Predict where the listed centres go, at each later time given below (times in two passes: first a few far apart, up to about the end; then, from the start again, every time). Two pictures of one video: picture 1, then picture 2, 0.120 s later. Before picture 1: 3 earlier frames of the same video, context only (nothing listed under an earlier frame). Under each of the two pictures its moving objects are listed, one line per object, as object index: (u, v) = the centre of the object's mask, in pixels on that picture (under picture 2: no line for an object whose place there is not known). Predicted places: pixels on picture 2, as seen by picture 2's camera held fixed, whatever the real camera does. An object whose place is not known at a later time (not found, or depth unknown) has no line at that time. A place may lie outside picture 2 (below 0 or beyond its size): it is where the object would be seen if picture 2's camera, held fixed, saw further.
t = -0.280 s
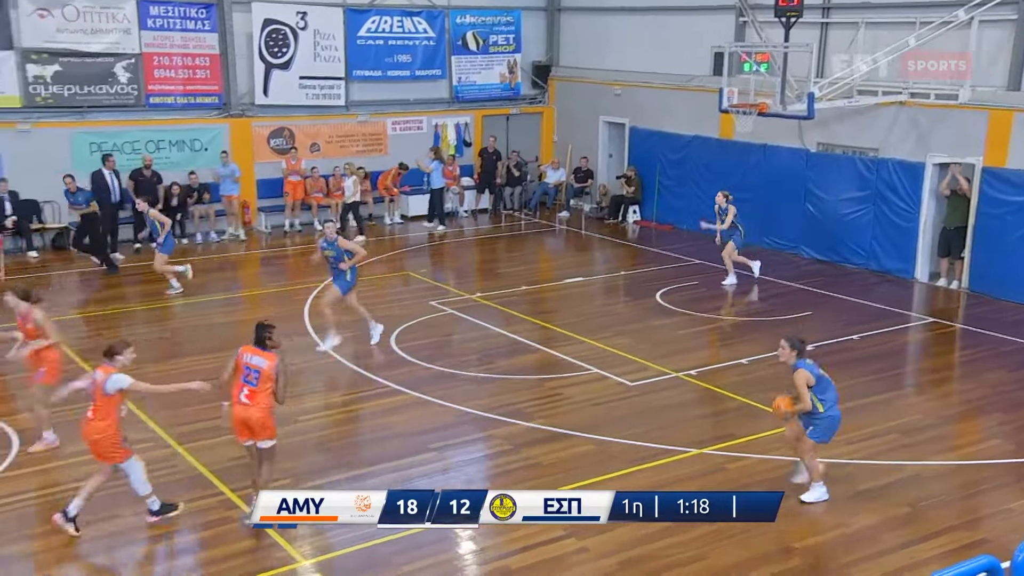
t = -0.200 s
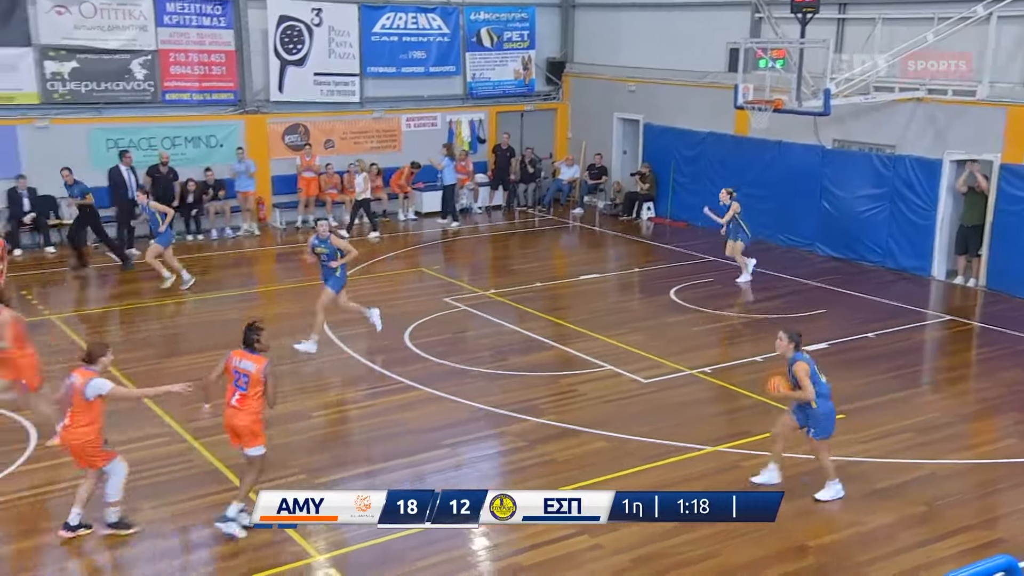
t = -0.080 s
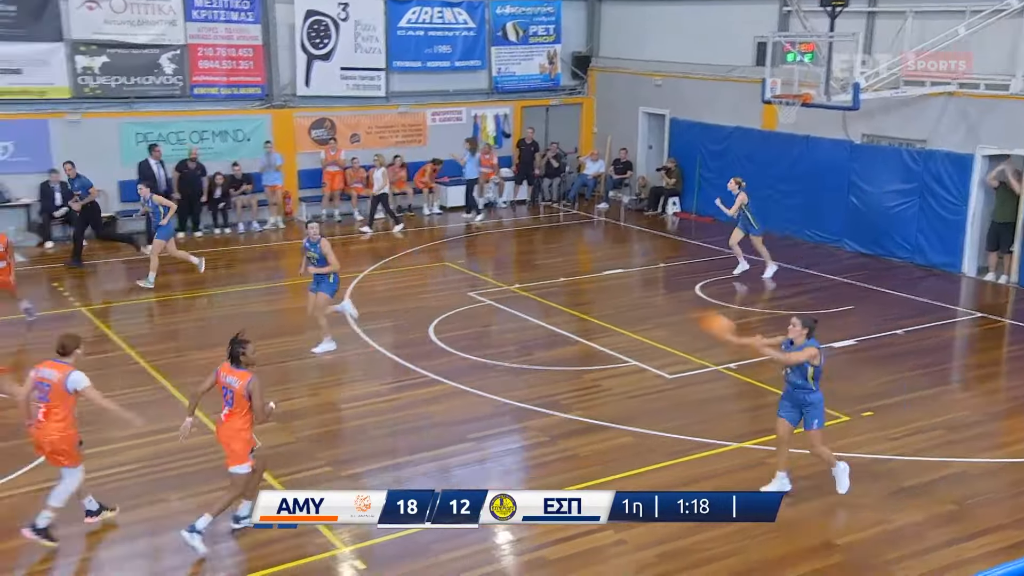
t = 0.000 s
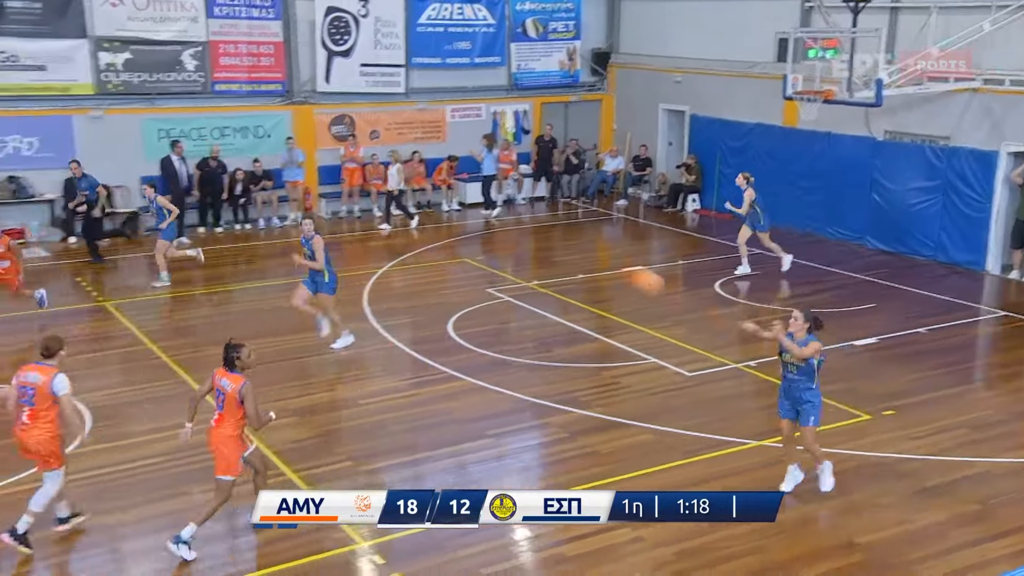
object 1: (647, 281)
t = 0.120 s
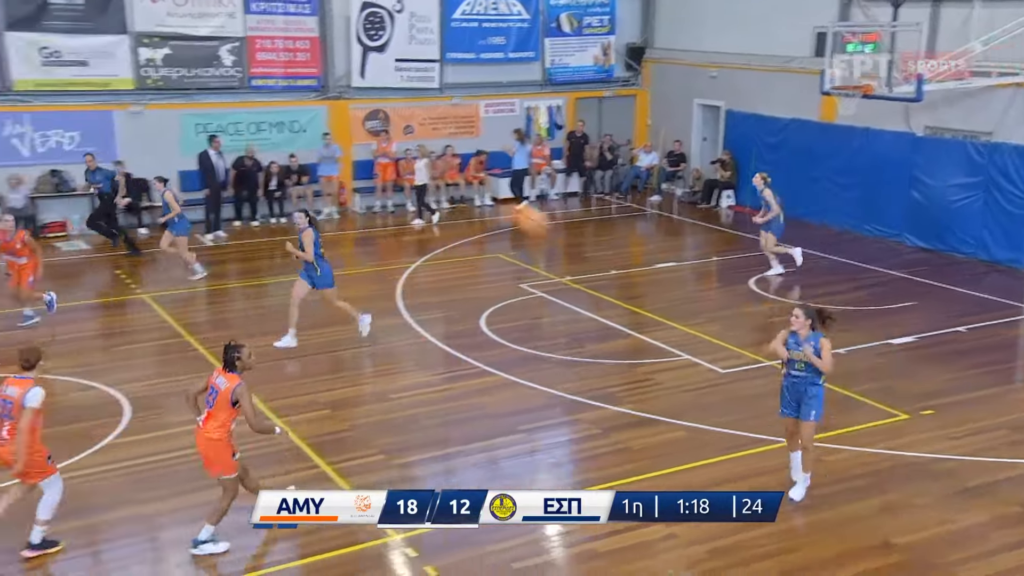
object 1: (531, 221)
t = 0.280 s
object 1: (305, 152)
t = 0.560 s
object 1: (-159, 87)
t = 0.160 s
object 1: (479, 202)
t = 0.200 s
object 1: (425, 186)
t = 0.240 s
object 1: (373, 170)
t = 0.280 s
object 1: (305, 152)
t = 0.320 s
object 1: (247, 141)
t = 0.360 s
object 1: (184, 128)
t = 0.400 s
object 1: (124, 119)
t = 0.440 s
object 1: (59, 108)
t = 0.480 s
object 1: (-11, 98)
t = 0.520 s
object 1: (-81, 93)
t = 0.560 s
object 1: (-159, 87)
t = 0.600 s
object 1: (-238, 84)
